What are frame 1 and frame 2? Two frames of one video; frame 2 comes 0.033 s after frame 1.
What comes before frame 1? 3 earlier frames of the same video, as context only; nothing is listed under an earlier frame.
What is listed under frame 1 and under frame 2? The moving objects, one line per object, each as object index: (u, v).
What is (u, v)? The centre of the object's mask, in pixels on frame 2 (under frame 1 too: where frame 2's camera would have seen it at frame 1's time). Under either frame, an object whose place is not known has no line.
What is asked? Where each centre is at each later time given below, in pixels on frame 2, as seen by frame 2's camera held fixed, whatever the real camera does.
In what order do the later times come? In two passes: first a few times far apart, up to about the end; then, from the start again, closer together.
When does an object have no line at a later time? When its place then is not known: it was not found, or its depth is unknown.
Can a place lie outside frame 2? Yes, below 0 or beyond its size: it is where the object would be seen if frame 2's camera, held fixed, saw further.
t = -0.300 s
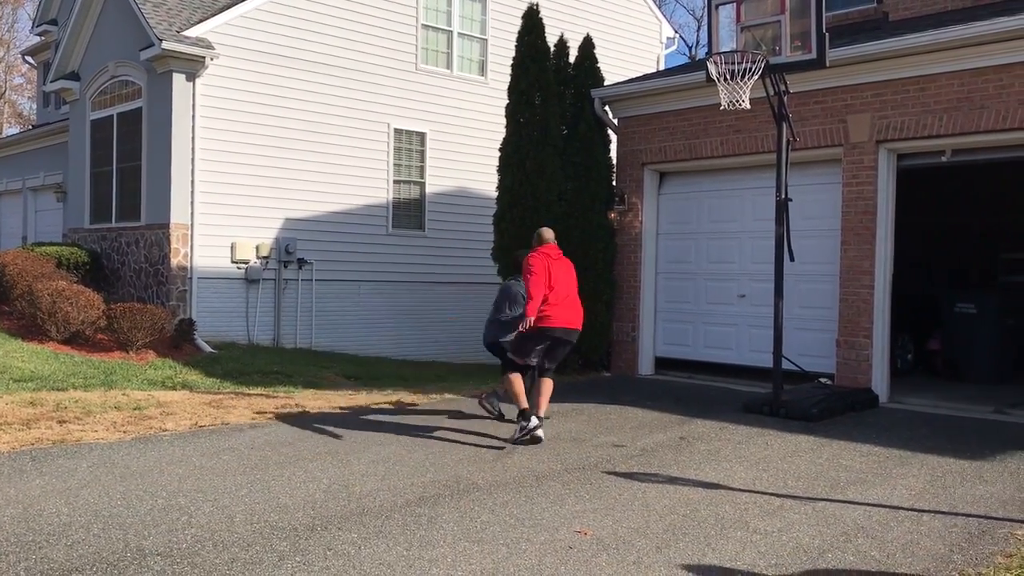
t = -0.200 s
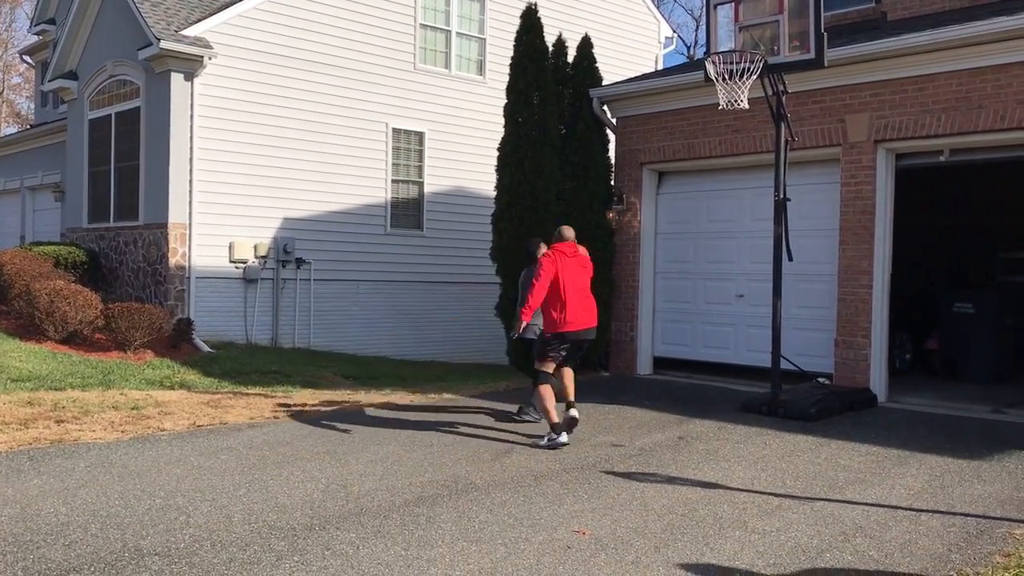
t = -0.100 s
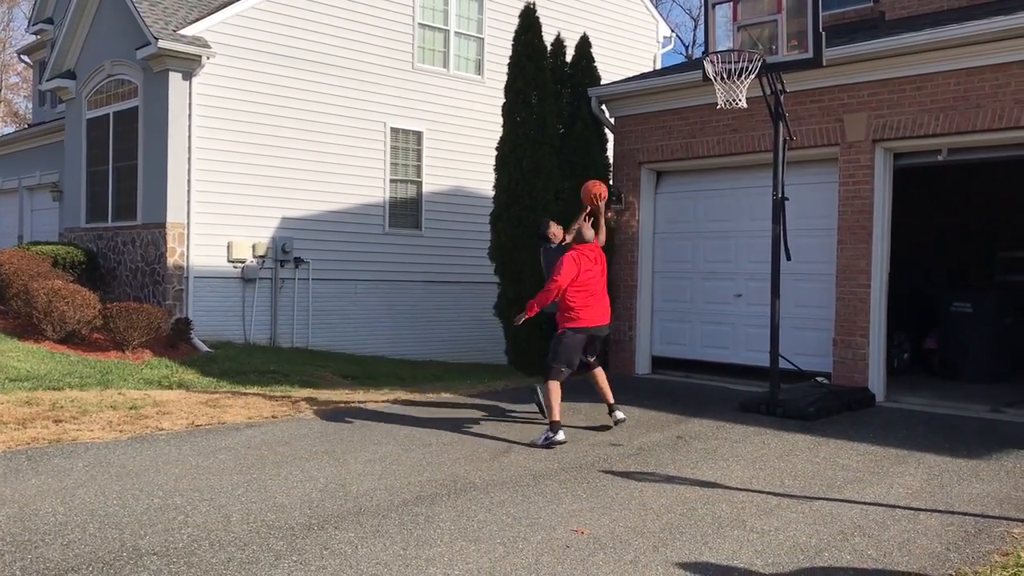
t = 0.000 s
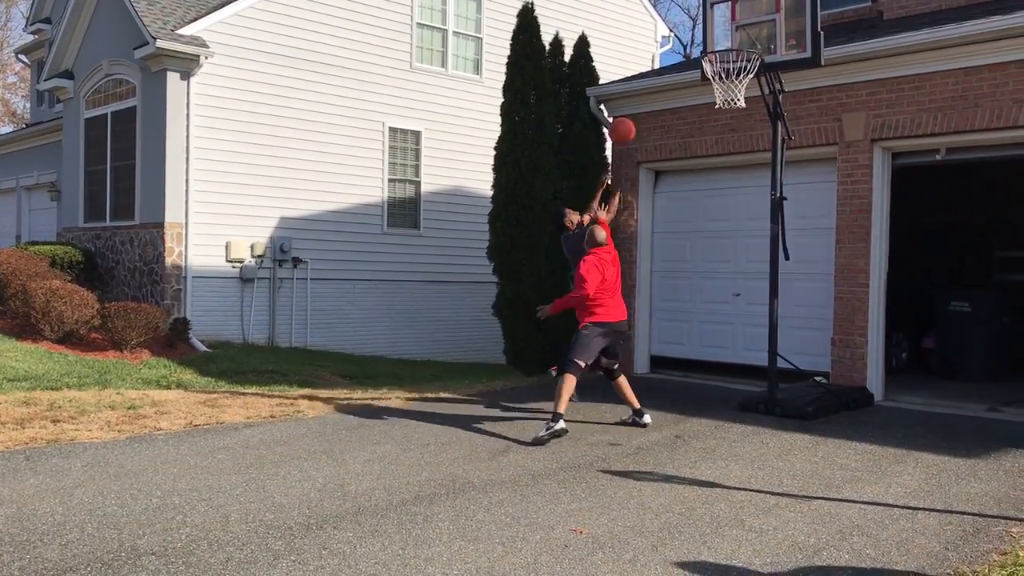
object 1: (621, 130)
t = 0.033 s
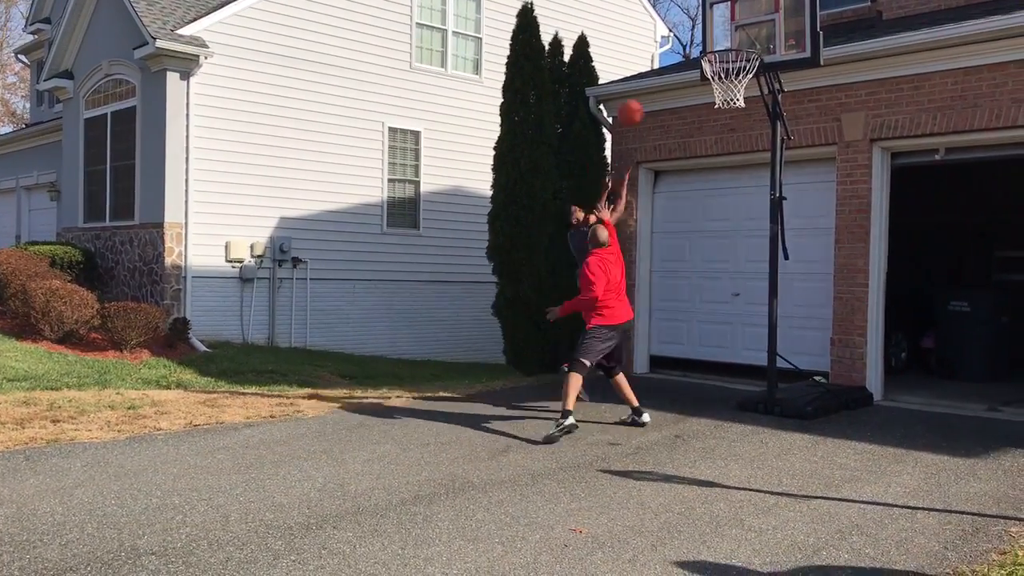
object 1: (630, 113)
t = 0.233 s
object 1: (687, 29)
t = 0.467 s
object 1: (667, 19)
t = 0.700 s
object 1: (638, 70)
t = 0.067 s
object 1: (640, 96)
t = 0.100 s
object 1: (650, 80)
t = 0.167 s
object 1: (669, 52)
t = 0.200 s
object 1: (678, 40)
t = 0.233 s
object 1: (687, 29)
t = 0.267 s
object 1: (689, 23)
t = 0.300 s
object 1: (685, 19)
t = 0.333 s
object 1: (683, 17)
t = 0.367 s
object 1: (678, 15)
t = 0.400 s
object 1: (675, 15)
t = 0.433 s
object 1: (671, 16)
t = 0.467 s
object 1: (667, 19)
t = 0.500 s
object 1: (663, 23)
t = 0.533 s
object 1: (659, 27)
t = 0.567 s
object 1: (655, 33)
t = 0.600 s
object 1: (651, 41)
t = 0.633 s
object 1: (647, 49)
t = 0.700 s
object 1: (638, 70)
